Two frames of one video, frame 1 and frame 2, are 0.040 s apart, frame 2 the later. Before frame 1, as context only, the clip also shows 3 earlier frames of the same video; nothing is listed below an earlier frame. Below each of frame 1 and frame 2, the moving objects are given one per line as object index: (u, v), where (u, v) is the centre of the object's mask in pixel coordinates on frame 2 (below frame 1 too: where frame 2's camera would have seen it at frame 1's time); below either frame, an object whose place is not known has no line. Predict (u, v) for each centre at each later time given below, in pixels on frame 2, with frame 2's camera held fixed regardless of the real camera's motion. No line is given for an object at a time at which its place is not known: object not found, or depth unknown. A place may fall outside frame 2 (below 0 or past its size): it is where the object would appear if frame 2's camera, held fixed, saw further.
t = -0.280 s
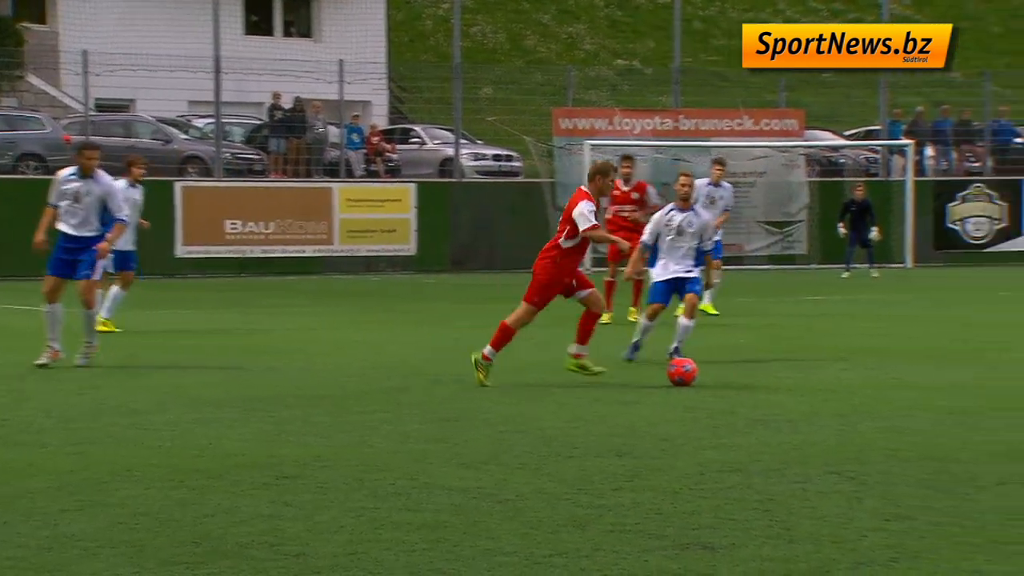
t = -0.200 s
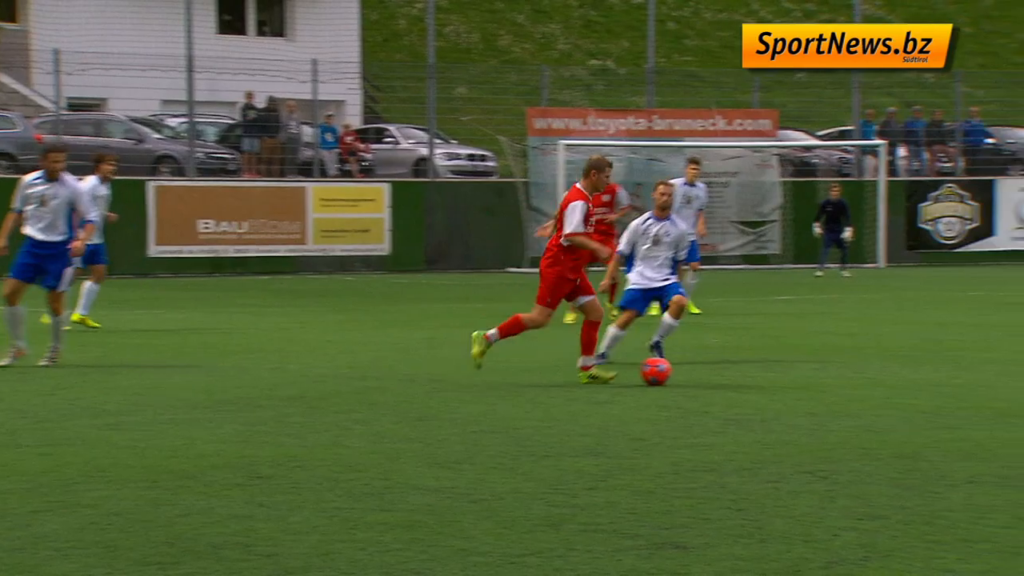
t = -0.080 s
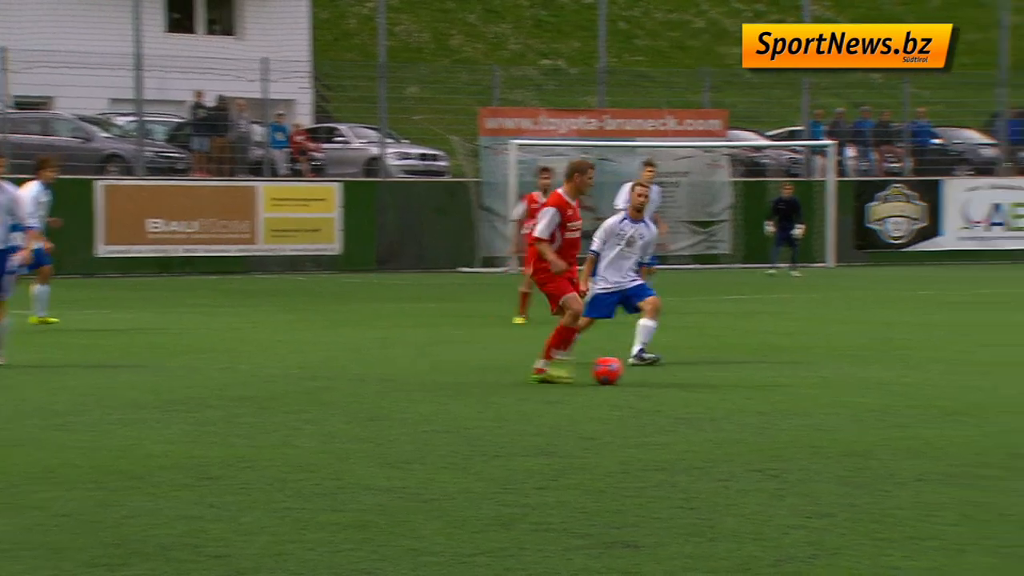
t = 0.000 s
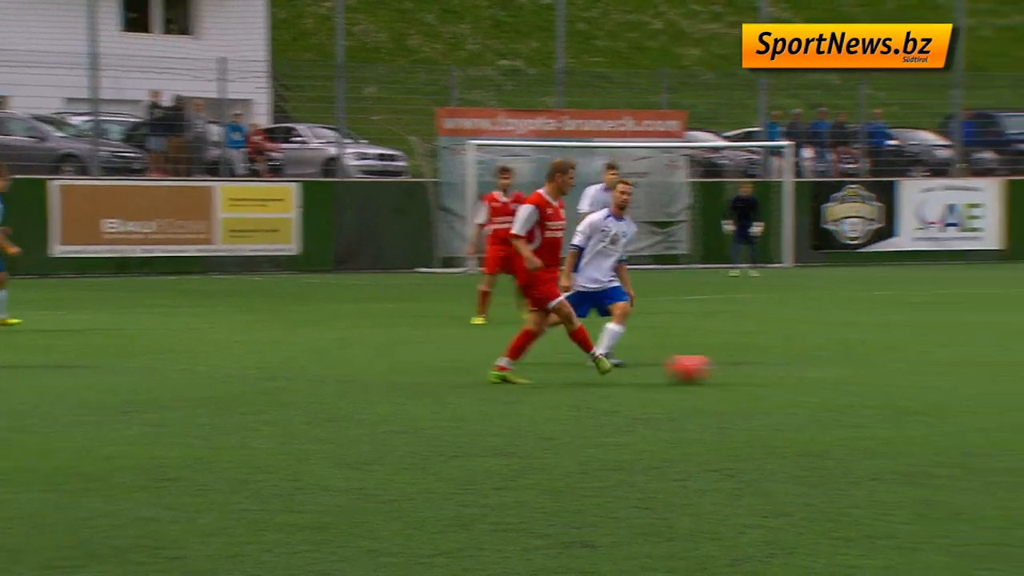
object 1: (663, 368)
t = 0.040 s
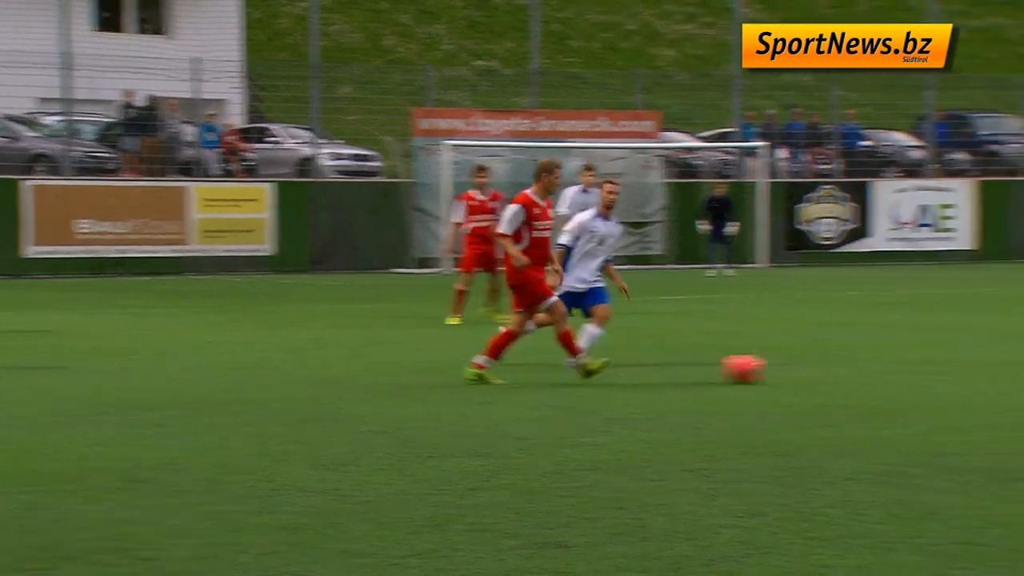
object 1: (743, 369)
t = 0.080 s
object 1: (822, 368)
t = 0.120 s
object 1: (901, 368)
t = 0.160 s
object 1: (975, 368)
